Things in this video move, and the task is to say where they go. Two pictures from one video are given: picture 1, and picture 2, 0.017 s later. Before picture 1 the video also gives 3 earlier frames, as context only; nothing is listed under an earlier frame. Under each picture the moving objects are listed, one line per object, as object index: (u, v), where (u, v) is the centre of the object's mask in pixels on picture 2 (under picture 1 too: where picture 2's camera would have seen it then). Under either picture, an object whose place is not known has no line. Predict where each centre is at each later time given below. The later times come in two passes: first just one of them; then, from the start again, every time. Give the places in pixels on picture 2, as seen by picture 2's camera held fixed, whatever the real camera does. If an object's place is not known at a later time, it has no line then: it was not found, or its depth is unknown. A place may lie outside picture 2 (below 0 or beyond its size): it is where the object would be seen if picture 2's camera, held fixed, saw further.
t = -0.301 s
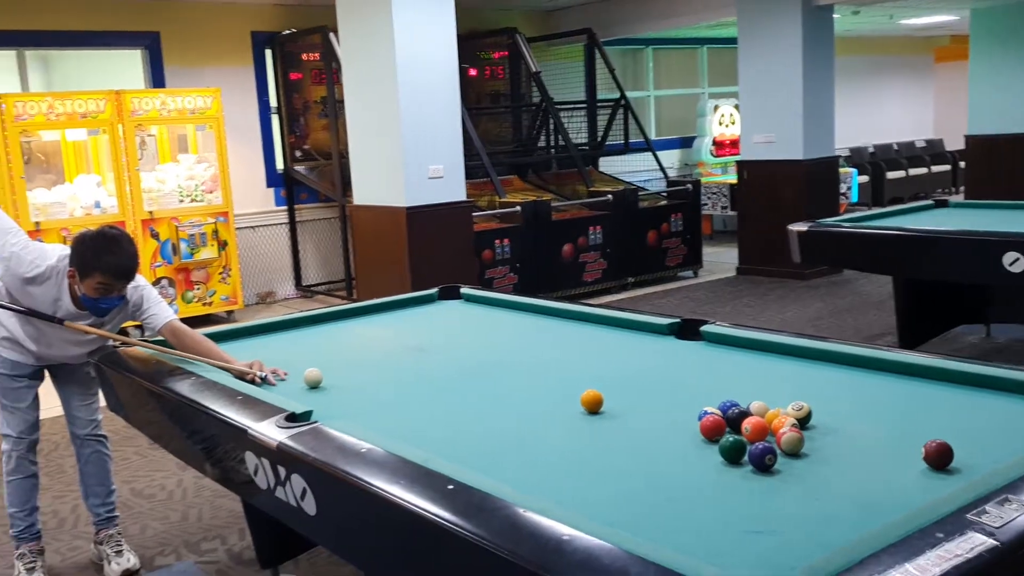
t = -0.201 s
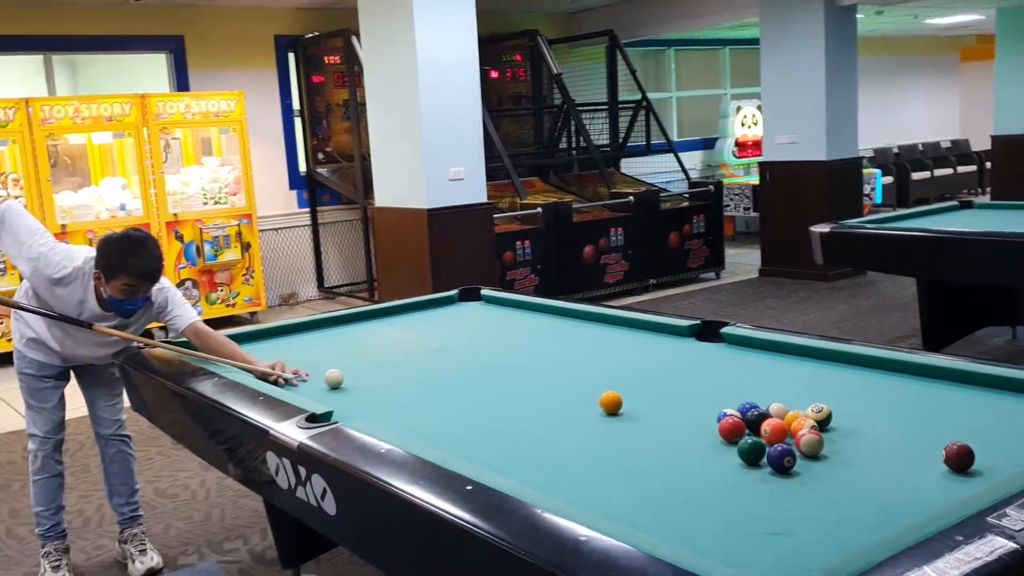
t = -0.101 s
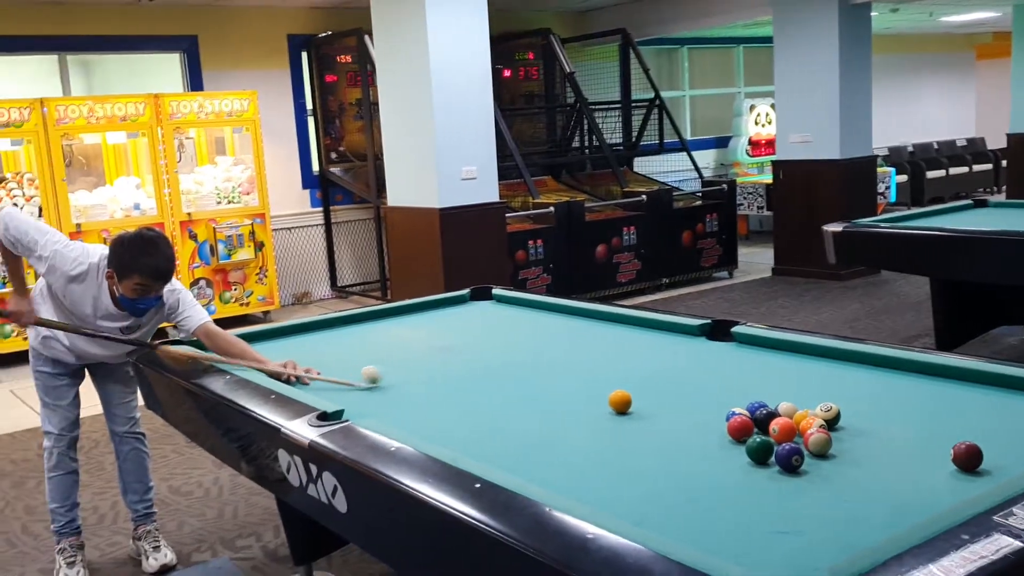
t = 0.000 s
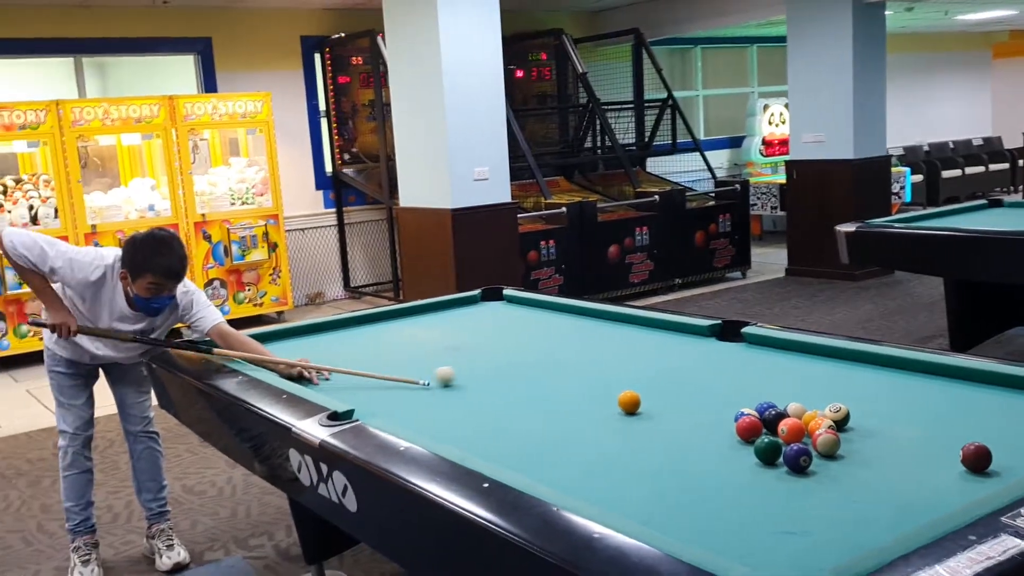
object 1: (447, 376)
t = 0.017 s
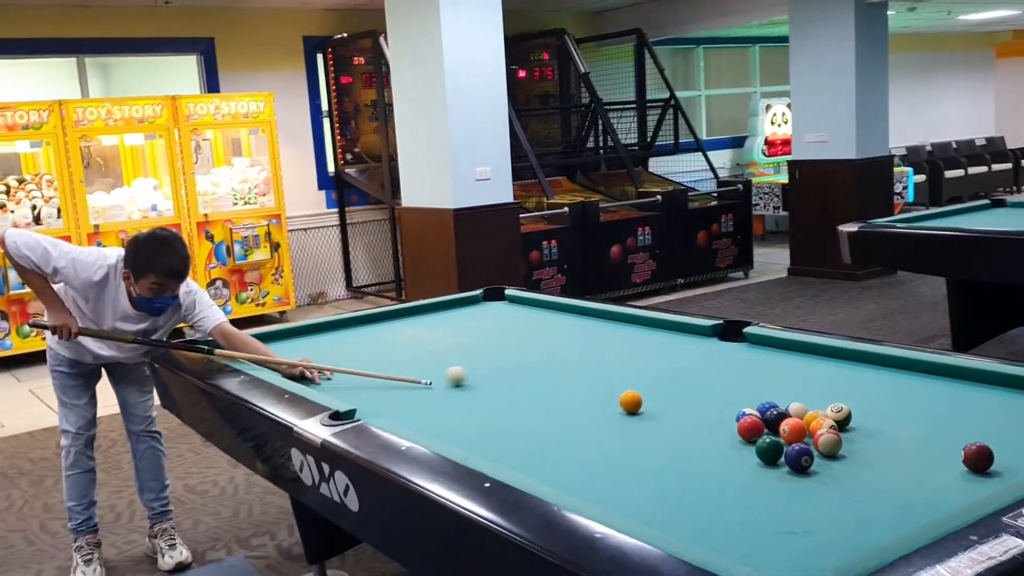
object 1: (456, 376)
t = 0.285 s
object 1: (577, 374)
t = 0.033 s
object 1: (465, 375)
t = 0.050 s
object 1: (474, 375)
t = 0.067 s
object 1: (483, 376)
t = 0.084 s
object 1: (492, 375)
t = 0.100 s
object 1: (499, 375)
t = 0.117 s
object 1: (508, 375)
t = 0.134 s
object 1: (516, 375)
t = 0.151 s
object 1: (523, 375)
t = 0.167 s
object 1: (530, 374)
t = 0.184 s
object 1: (537, 374)
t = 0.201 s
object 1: (543, 374)
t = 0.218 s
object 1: (550, 374)
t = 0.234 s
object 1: (557, 374)
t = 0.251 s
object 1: (564, 374)
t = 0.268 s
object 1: (571, 373)
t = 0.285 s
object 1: (577, 374)
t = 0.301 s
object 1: (585, 373)
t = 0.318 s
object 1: (591, 373)
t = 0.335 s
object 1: (598, 373)
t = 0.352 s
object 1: (605, 373)
